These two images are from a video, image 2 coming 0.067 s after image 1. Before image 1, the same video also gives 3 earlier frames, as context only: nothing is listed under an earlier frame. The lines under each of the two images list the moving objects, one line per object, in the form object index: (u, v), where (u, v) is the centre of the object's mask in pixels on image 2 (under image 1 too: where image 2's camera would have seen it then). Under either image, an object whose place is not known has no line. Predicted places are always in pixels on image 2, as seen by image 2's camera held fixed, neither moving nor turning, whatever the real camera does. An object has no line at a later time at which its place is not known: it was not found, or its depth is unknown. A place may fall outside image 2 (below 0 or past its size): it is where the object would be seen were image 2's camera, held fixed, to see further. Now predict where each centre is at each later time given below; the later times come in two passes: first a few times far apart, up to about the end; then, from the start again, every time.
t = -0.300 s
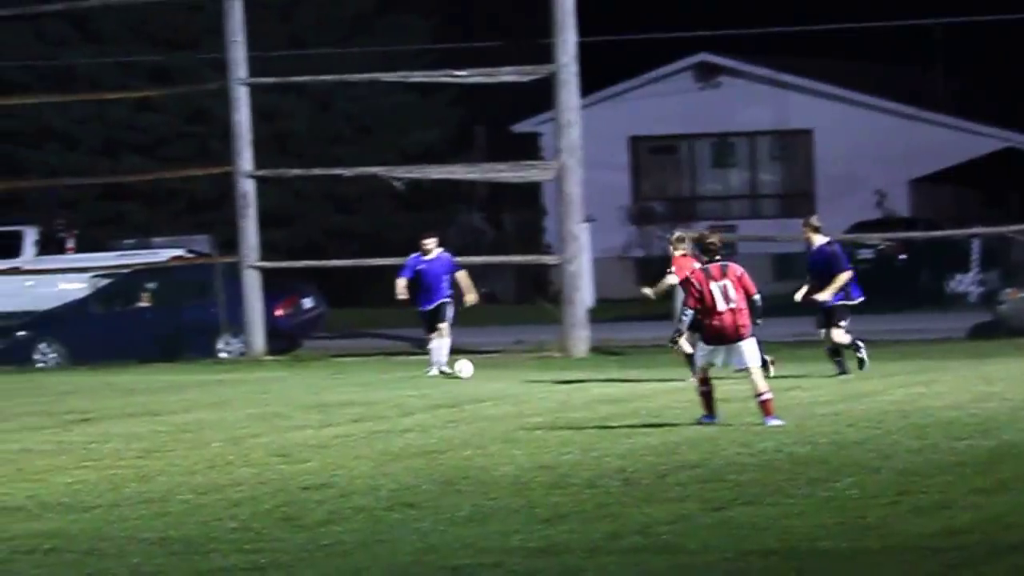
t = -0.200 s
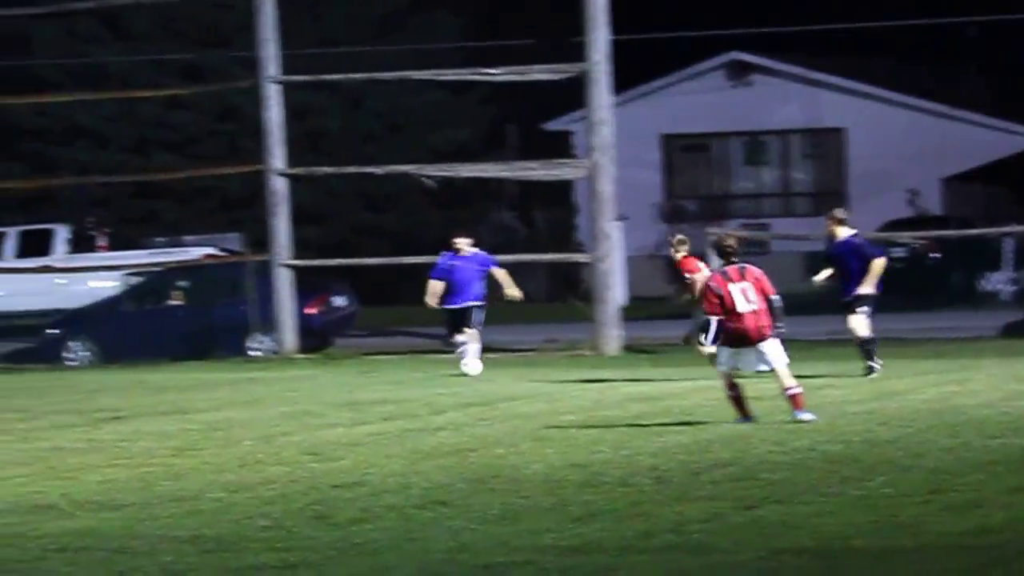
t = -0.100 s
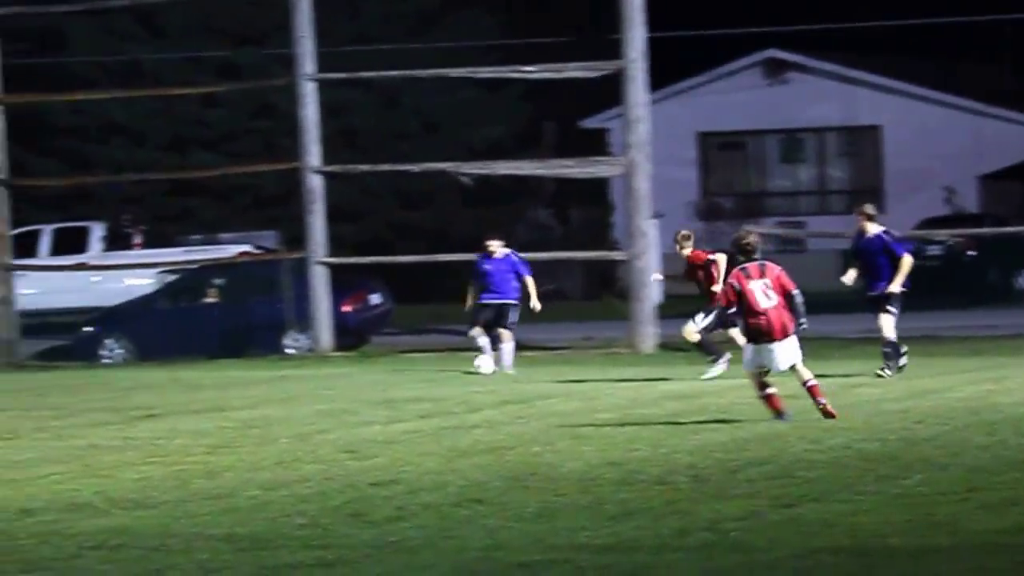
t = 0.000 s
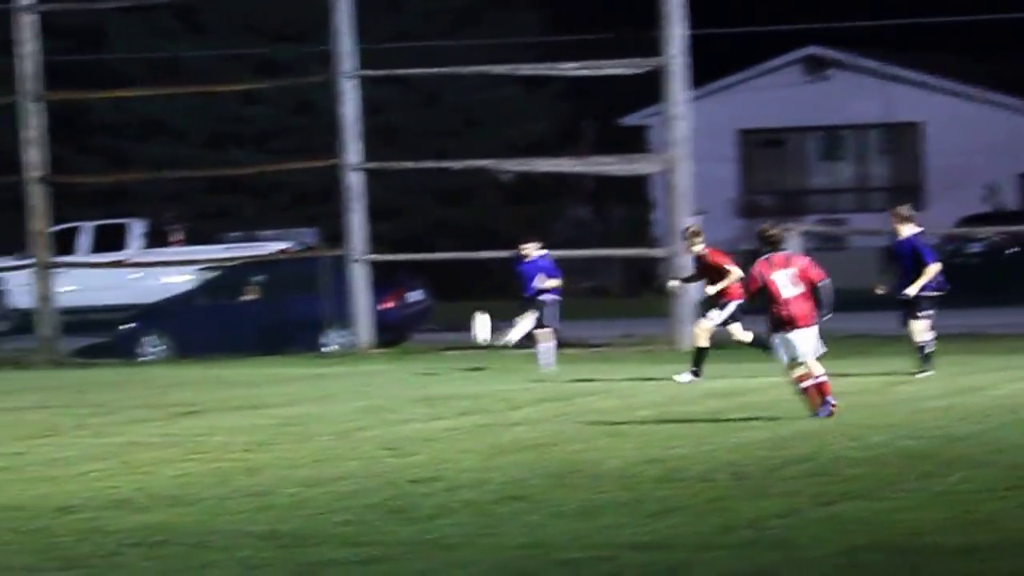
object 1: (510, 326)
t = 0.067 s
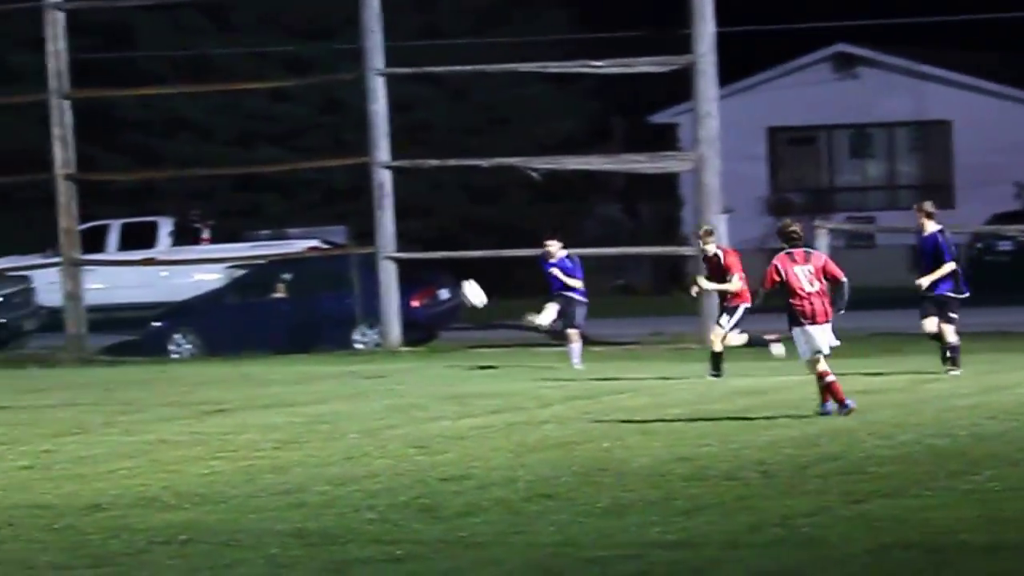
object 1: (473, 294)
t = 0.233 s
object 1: (370, 228)
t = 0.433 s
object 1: (224, 175)
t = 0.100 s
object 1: (454, 278)
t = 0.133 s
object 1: (434, 266)
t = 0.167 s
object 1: (414, 252)
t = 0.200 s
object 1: (394, 239)
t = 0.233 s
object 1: (370, 228)
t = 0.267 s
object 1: (348, 218)
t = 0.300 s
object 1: (324, 208)
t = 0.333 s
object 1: (301, 199)
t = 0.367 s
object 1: (276, 190)
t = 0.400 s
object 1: (250, 182)
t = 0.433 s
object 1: (224, 175)
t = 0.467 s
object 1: (198, 169)
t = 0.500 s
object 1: (170, 163)
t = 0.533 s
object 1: (140, 159)
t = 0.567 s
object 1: (110, 155)
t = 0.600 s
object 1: (82, 153)
